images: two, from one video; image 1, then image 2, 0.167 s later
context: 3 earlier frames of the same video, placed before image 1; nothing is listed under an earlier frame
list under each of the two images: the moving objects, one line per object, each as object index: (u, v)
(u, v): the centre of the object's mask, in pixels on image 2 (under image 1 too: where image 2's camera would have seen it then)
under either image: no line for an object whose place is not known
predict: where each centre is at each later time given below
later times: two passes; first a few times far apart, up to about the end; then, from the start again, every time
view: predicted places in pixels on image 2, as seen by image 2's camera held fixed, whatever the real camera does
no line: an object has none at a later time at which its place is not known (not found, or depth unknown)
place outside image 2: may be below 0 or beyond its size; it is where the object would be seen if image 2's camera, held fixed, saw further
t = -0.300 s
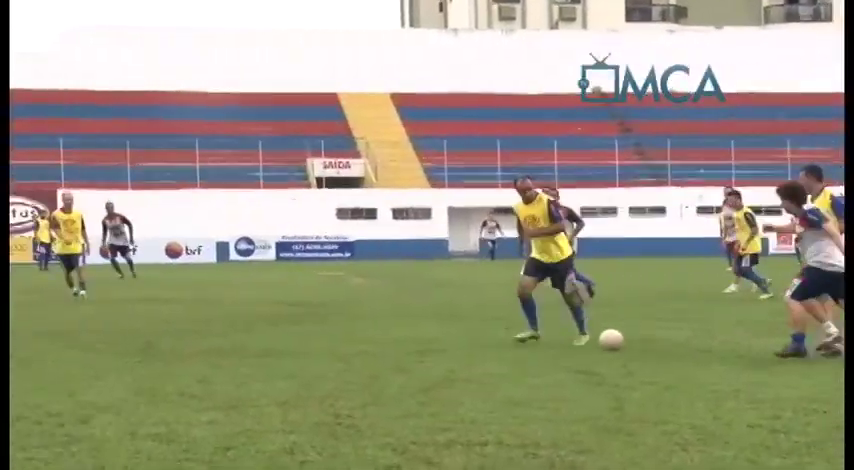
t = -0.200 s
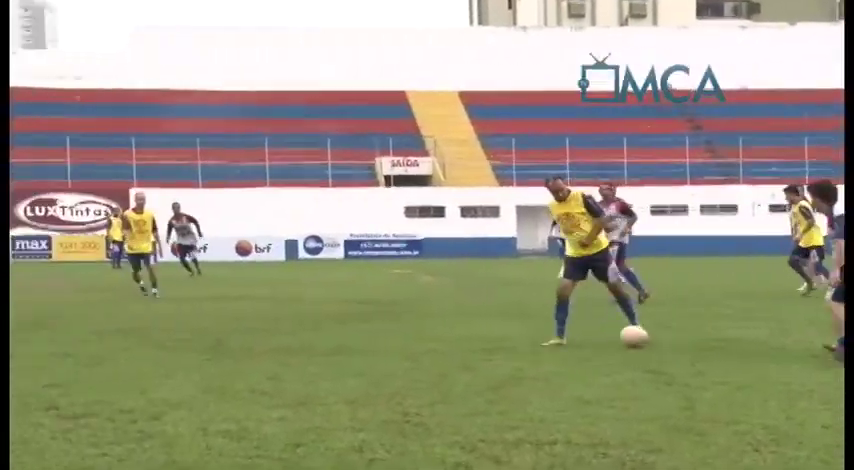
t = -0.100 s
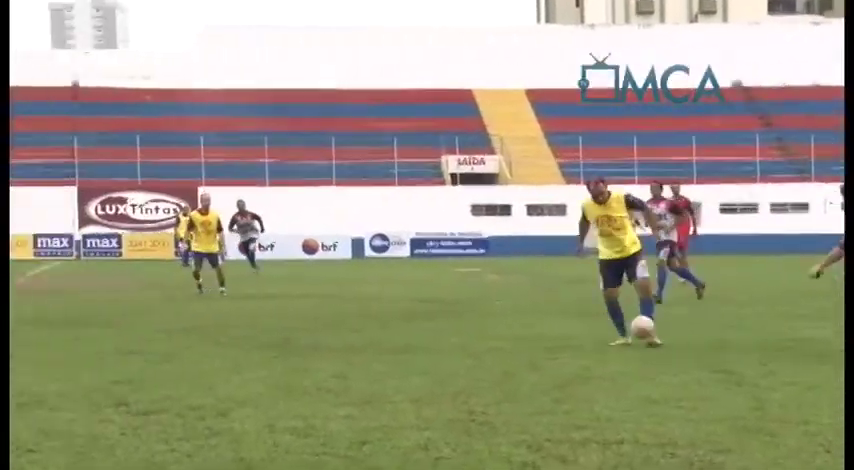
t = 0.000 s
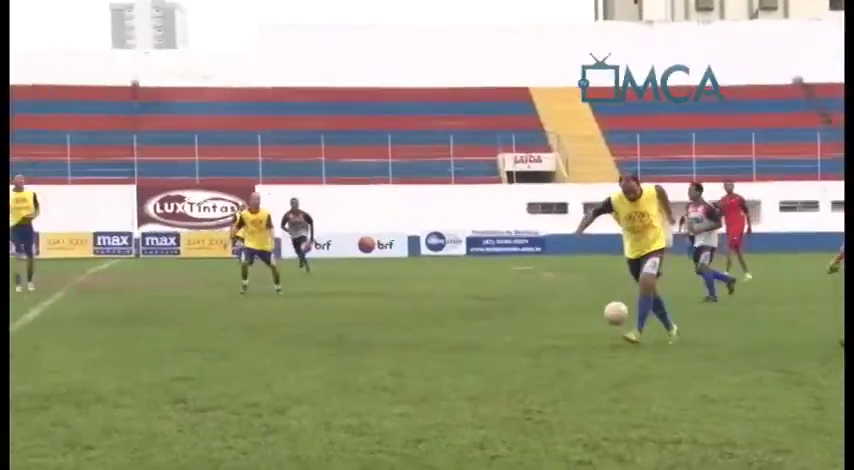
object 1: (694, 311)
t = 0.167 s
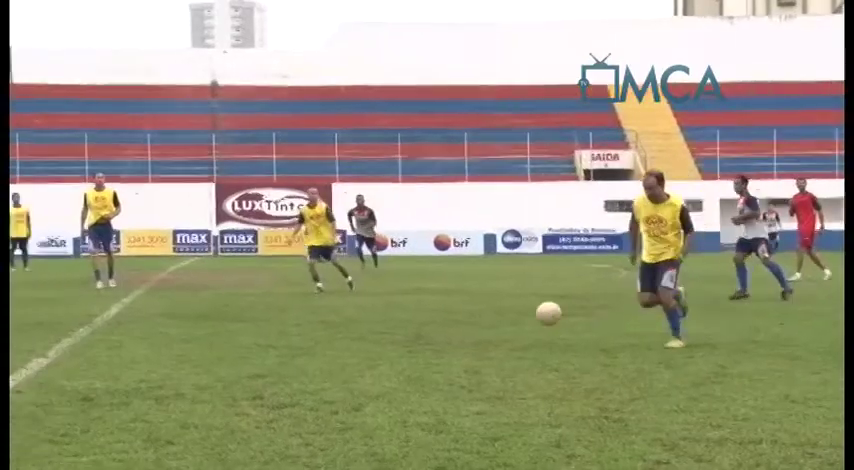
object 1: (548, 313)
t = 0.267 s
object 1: (459, 329)
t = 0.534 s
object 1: (249, 340)
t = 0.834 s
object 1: (54, 346)
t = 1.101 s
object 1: (-92, 361)
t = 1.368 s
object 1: (-229, 373)
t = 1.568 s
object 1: (-335, 381)
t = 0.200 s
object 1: (518, 317)
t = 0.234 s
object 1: (489, 322)
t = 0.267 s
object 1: (459, 329)
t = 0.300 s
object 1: (428, 337)
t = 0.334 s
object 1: (398, 344)
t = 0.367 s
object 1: (372, 343)
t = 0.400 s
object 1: (348, 341)
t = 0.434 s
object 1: (324, 338)
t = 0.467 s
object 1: (299, 338)
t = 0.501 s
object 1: (274, 338)
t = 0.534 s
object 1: (249, 340)
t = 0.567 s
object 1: (224, 343)
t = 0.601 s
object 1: (198, 348)
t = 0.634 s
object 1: (173, 353)
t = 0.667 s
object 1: (153, 350)
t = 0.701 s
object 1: (133, 346)
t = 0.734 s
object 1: (114, 344)
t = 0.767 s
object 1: (93, 343)
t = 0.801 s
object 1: (74, 344)
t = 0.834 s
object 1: (54, 346)
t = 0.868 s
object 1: (34, 349)
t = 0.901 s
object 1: (13, 353)
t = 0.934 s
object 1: (-7, 360)
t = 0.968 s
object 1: (-25, 361)
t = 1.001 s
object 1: (-41, 360)
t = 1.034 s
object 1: (-58, 359)
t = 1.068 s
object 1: (-75, 359)
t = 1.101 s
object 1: (-92, 361)
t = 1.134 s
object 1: (-109, 365)
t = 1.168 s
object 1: (-127, 366)
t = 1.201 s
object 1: (-143, 366)
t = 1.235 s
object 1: (-161, 367)
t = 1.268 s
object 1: (-178, 369)
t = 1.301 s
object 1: (-195, 372)
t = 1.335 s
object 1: (-212, 373)
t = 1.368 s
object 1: (-229, 373)
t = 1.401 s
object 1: (-247, 374)
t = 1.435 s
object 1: (-264, 376)
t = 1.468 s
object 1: (-282, 379)
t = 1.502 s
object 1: (-300, 380)
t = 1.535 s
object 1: (-317, 380)
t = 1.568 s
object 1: (-335, 381)
